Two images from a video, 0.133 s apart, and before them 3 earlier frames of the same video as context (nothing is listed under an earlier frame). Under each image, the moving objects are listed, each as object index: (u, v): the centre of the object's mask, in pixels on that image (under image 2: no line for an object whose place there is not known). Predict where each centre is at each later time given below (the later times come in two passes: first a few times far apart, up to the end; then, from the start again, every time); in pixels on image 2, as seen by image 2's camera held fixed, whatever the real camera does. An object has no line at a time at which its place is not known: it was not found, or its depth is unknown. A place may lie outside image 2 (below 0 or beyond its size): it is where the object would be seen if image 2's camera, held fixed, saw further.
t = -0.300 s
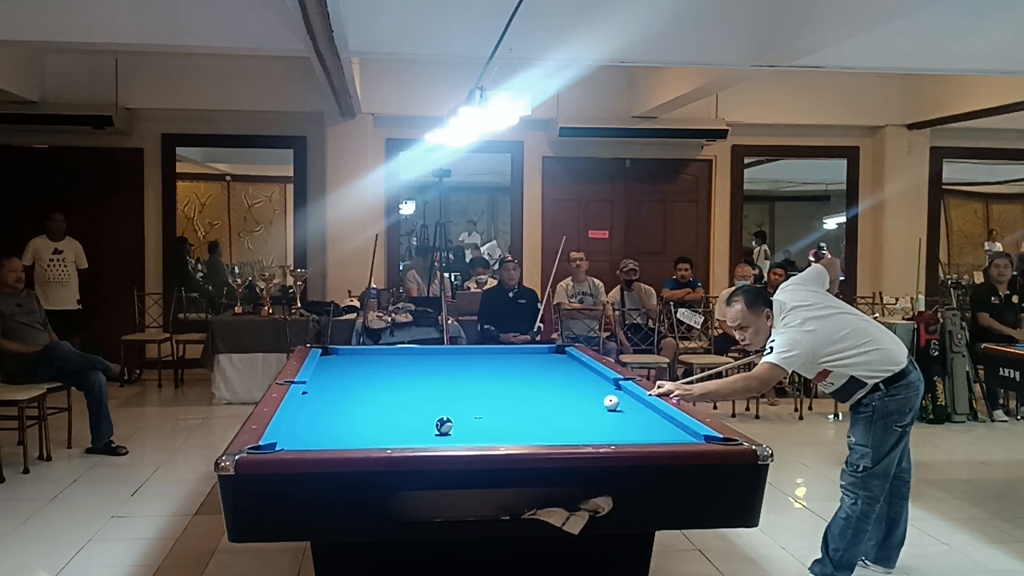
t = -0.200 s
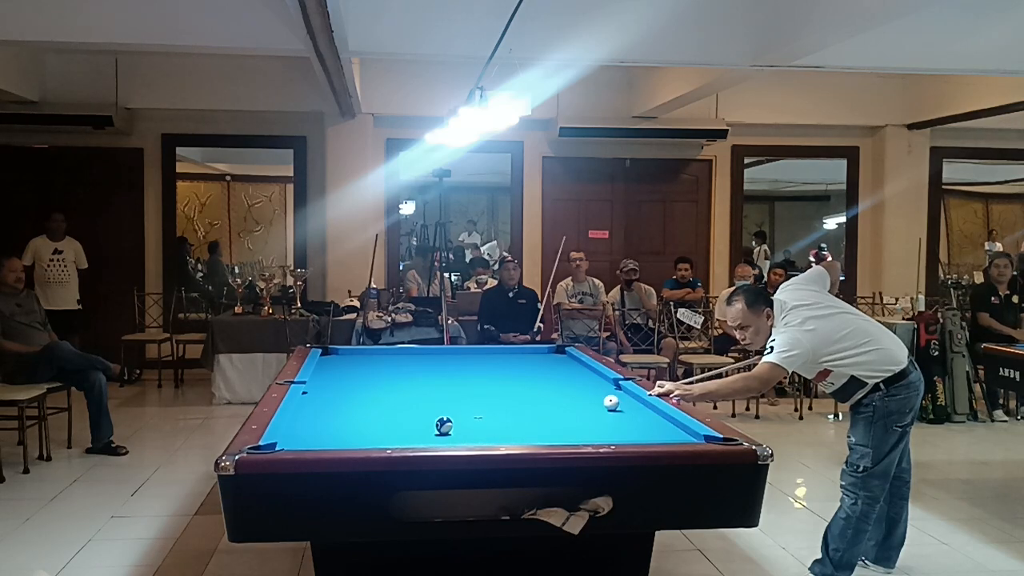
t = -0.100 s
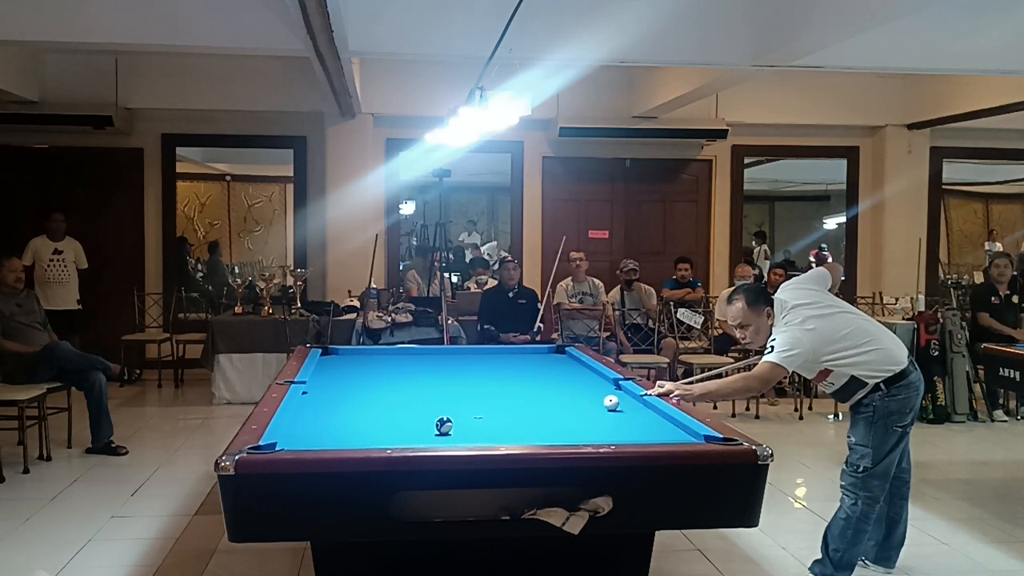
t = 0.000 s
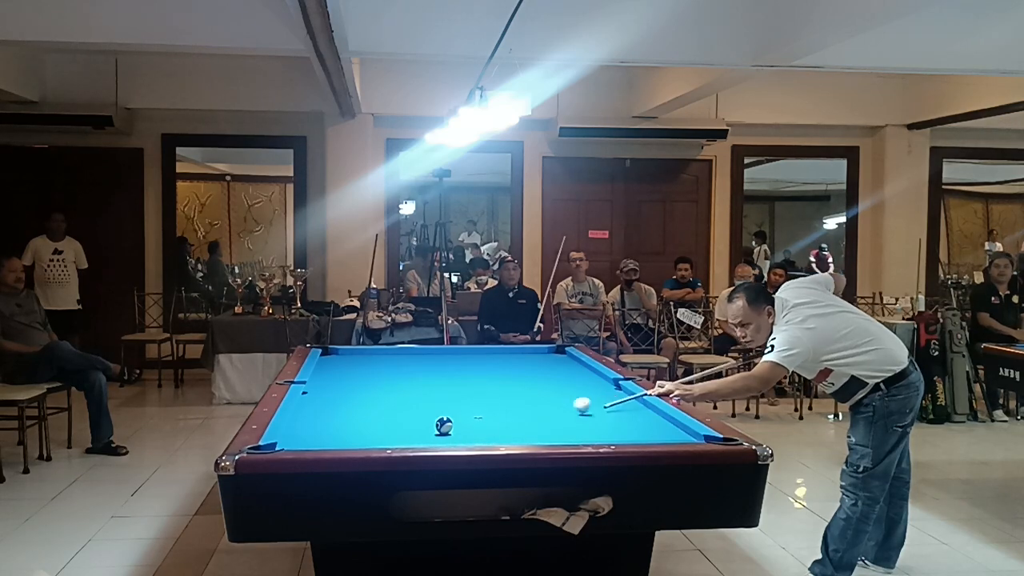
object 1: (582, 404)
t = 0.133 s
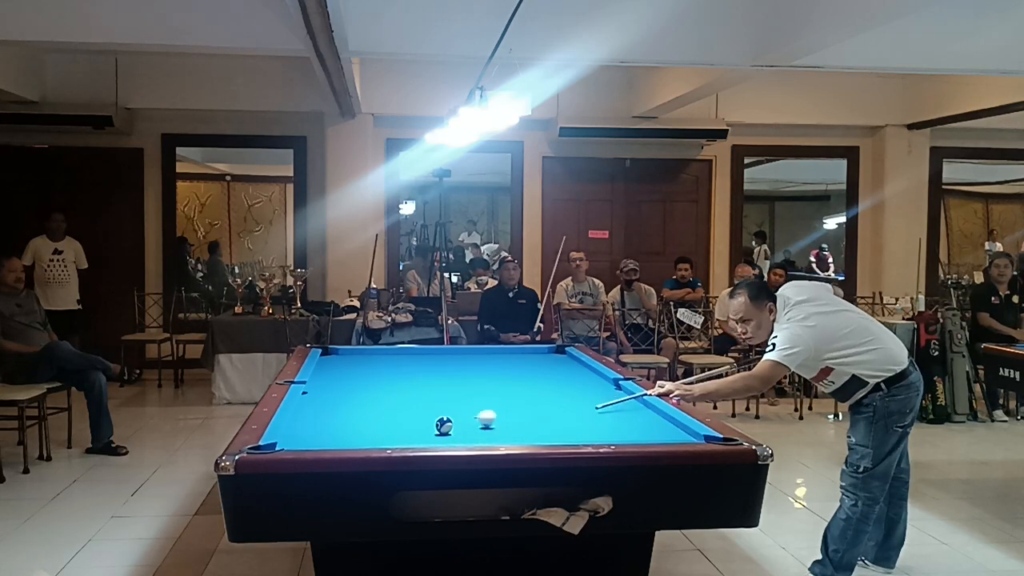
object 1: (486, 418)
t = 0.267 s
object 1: (452, 423)
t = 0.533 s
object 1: (440, 423)
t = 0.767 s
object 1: (430, 423)
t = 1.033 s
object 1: (420, 423)
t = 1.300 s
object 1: (412, 423)
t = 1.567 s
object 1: (406, 423)
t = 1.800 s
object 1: (402, 423)
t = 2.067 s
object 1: (399, 423)
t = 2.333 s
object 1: (398, 423)
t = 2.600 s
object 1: (398, 423)
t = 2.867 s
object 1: (399, 423)
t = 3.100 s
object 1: (399, 423)
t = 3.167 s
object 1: (399, 423)
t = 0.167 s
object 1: (462, 421)
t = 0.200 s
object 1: (456, 423)
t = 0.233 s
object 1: (454, 423)
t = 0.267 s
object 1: (452, 423)
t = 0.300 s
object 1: (451, 423)
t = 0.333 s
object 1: (449, 423)
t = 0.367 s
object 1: (447, 423)
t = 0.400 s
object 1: (446, 423)
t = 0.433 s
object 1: (444, 423)
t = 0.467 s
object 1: (443, 423)
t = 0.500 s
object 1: (441, 423)
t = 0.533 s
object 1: (440, 423)
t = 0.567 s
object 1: (438, 423)
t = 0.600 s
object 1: (437, 423)
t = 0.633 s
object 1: (435, 423)
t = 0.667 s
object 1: (434, 423)
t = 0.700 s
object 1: (432, 423)
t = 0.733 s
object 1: (431, 423)
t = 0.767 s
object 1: (430, 423)
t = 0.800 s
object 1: (428, 423)
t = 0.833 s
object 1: (427, 423)
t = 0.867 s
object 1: (426, 423)
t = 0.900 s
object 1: (425, 423)
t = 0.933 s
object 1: (423, 423)
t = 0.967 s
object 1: (422, 423)
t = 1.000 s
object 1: (421, 423)
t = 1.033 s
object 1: (420, 423)
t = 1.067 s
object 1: (419, 423)
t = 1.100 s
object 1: (418, 423)
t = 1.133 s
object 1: (417, 423)
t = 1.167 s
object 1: (416, 423)
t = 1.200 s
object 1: (415, 423)
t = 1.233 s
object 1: (414, 423)
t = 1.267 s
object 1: (413, 423)
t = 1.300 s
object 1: (412, 423)
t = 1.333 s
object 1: (411, 423)
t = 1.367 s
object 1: (411, 423)
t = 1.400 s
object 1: (410, 423)
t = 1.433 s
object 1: (409, 423)
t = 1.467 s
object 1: (408, 423)
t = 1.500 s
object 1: (407, 423)
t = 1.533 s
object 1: (407, 423)
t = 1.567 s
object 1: (406, 423)
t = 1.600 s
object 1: (405, 423)
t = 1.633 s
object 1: (405, 423)
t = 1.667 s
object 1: (404, 423)
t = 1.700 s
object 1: (403, 423)
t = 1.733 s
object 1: (403, 423)
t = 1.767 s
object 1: (402, 423)
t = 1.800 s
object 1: (402, 423)
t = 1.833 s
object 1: (401, 423)
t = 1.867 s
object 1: (401, 423)
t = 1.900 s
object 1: (400, 423)
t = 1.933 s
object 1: (400, 423)
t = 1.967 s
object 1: (400, 423)
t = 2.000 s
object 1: (399, 423)
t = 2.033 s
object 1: (399, 423)
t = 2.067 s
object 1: (399, 423)
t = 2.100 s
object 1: (399, 423)
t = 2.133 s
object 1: (398, 423)
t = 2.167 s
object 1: (398, 423)
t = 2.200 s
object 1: (398, 423)
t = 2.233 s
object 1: (398, 423)
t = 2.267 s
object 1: (398, 423)
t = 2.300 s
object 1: (398, 423)
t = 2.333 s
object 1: (398, 423)
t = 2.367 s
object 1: (398, 423)
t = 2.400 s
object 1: (398, 423)
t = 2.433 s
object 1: (398, 423)
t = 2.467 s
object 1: (398, 423)
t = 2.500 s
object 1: (398, 423)
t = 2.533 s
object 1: (398, 423)
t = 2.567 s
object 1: (398, 423)
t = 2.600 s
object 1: (398, 423)
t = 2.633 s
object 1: (398, 423)
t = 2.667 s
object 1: (398, 423)
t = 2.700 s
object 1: (398, 423)
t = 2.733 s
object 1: (398, 423)
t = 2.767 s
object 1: (398, 423)
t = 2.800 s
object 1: (398, 423)
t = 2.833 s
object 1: (399, 423)
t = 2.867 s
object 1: (399, 423)
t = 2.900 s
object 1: (399, 423)
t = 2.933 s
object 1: (399, 423)
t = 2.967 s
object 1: (399, 423)
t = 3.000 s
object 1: (399, 423)
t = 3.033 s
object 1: (399, 423)
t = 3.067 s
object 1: (399, 423)
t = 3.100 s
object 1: (399, 423)
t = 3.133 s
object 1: (399, 423)
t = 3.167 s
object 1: (399, 423)
